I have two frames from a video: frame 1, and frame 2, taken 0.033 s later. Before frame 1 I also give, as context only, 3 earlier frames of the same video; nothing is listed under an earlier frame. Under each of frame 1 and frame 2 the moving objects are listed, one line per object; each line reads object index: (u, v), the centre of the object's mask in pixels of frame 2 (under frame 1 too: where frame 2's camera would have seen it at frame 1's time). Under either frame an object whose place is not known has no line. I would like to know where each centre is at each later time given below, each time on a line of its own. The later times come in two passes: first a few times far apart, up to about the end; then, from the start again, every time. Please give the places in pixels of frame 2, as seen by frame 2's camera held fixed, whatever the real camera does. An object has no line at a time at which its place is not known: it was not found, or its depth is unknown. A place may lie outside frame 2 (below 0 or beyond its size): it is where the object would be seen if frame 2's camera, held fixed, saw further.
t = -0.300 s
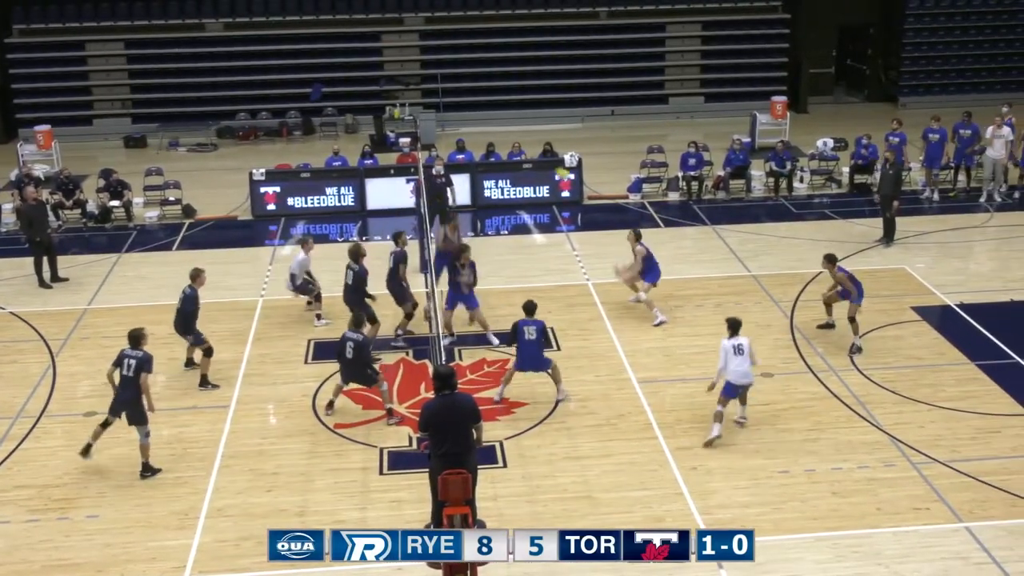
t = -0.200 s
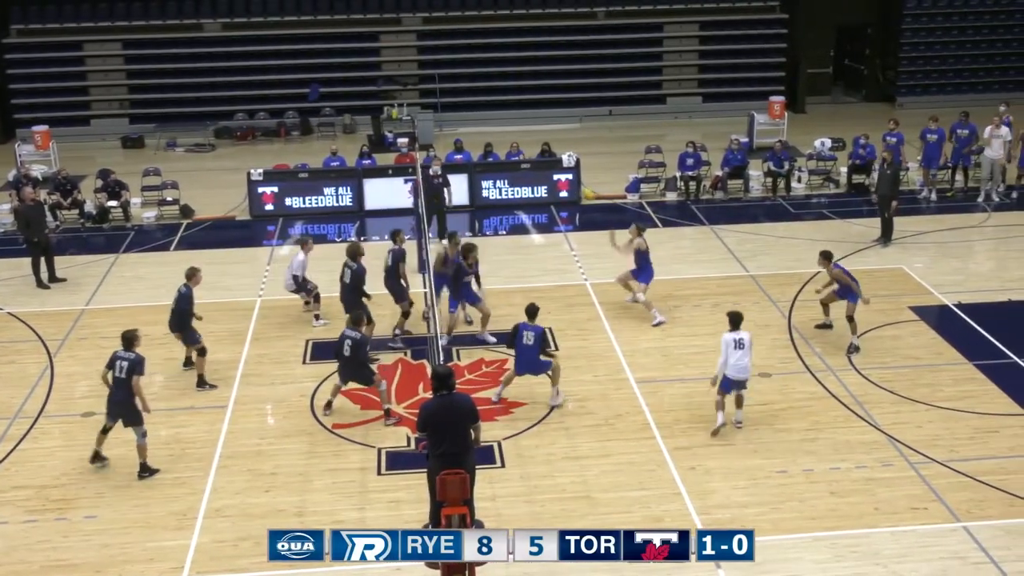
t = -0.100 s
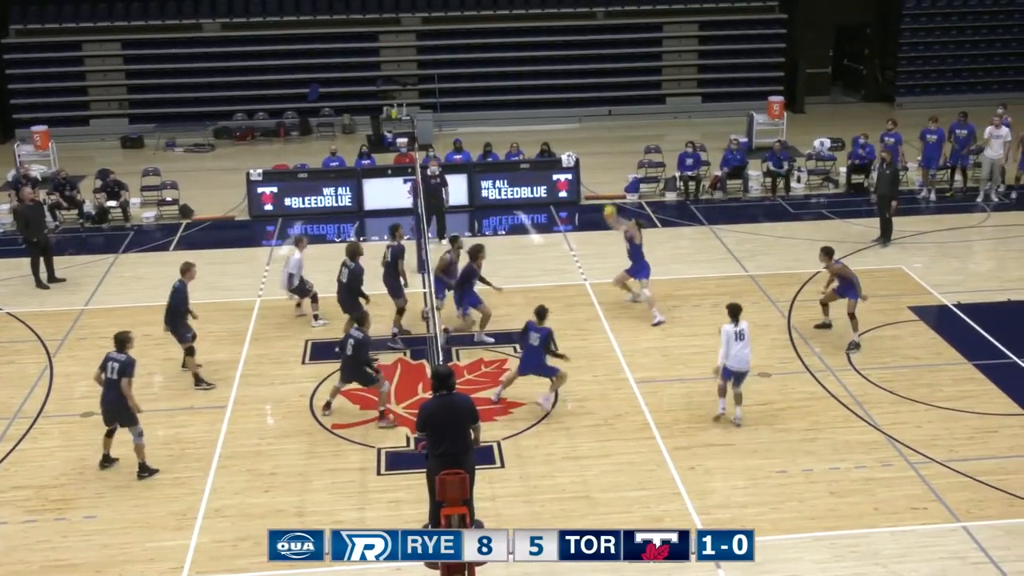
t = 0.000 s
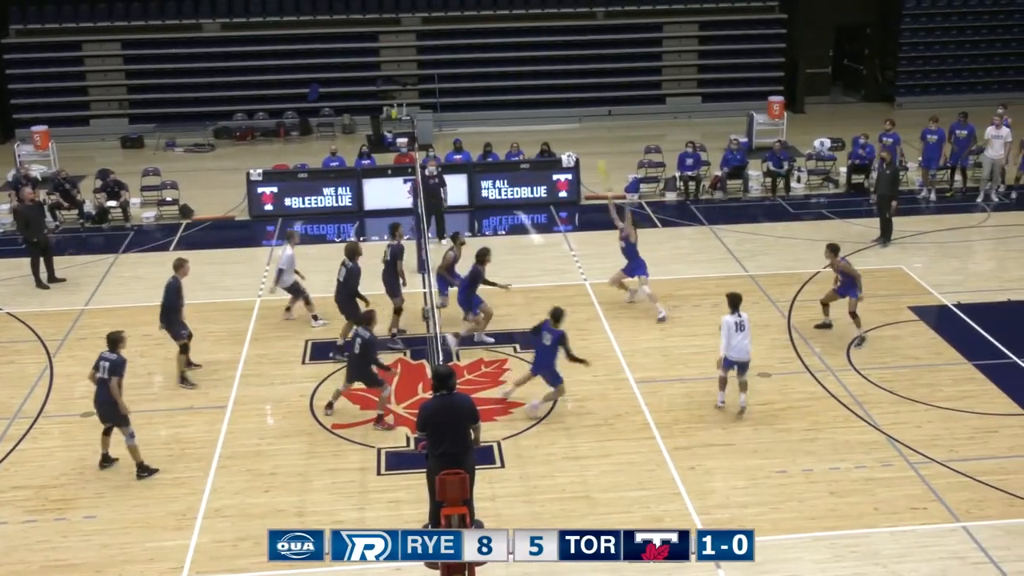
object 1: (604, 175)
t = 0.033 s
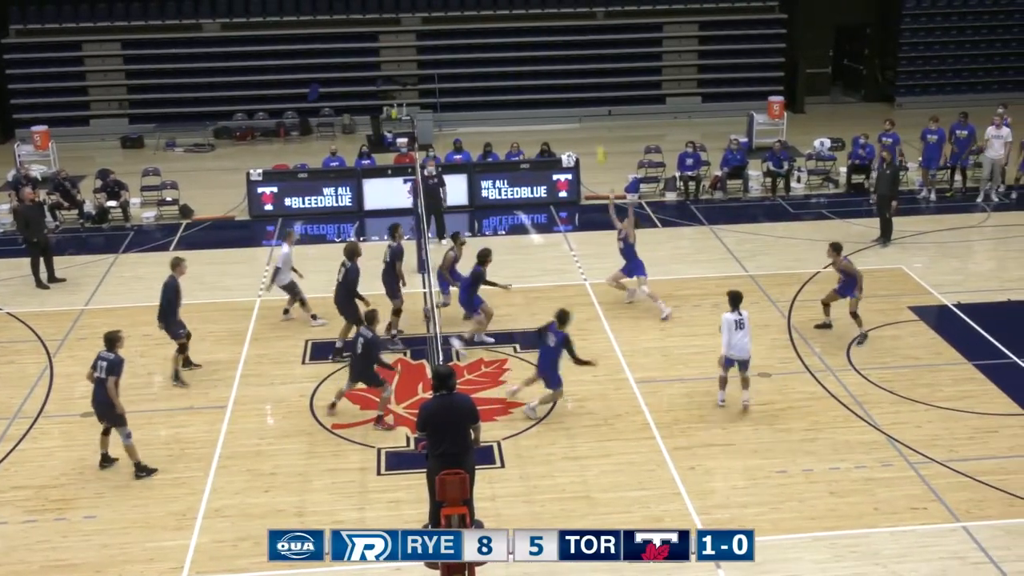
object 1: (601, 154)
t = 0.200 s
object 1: (586, 97)
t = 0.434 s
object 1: (567, 42)
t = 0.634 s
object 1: (551, 19)
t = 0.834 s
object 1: (535, 21)
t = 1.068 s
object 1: (518, 51)
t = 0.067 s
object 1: (597, 142)
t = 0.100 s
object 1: (594, 129)
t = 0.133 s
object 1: (591, 117)
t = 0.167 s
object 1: (588, 107)
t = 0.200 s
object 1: (586, 97)
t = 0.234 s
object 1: (583, 87)
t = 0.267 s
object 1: (580, 78)
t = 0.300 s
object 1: (578, 69)
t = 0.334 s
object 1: (574, 61)
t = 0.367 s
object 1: (572, 54)
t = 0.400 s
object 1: (569, 48)
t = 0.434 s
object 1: (567, 42)
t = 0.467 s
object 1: (564, 36)
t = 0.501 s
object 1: (561, 31)
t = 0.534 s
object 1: (559, 28)
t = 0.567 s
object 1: (555, 24)
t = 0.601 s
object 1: (553, 21)
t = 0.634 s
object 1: (551, 19)
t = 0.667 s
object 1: (548, 18)
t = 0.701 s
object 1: (545, 17)
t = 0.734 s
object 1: (543, 17)
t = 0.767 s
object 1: (540, 17)
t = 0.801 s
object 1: (538, 19)
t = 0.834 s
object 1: (535, 21)
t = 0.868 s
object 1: (533, 23)
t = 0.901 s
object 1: (530, 26)
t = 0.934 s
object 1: (528, 30)
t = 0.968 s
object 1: (526, 34)
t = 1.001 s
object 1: (523, 39)
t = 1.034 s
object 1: (521, 45)
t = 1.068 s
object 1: (518, 51)
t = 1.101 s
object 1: (516, 58)
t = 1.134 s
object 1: (513, 64)
